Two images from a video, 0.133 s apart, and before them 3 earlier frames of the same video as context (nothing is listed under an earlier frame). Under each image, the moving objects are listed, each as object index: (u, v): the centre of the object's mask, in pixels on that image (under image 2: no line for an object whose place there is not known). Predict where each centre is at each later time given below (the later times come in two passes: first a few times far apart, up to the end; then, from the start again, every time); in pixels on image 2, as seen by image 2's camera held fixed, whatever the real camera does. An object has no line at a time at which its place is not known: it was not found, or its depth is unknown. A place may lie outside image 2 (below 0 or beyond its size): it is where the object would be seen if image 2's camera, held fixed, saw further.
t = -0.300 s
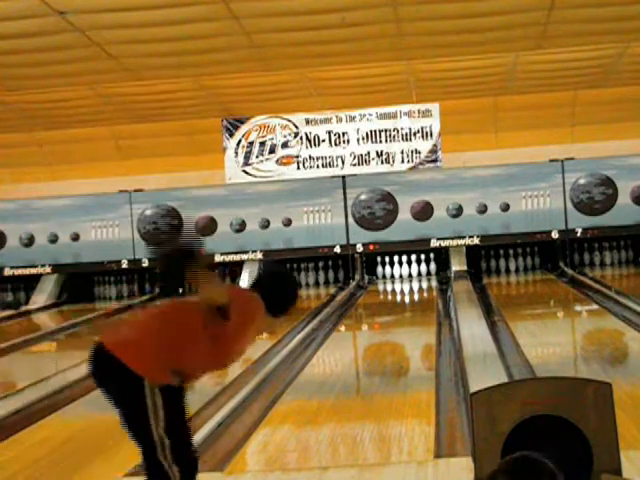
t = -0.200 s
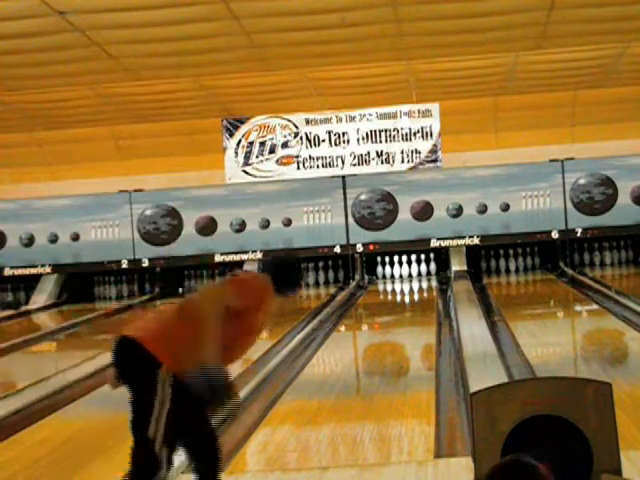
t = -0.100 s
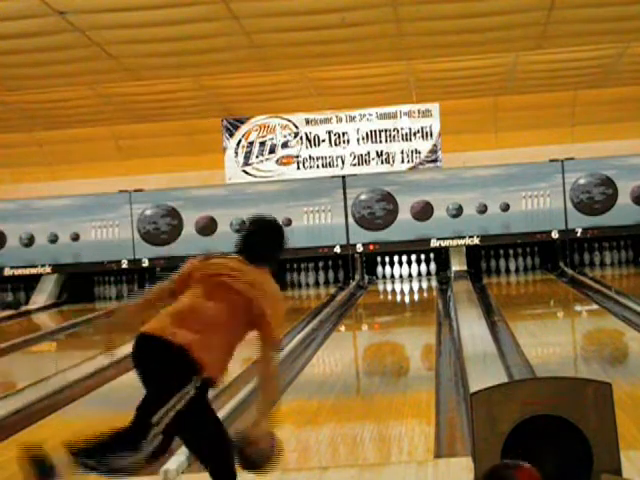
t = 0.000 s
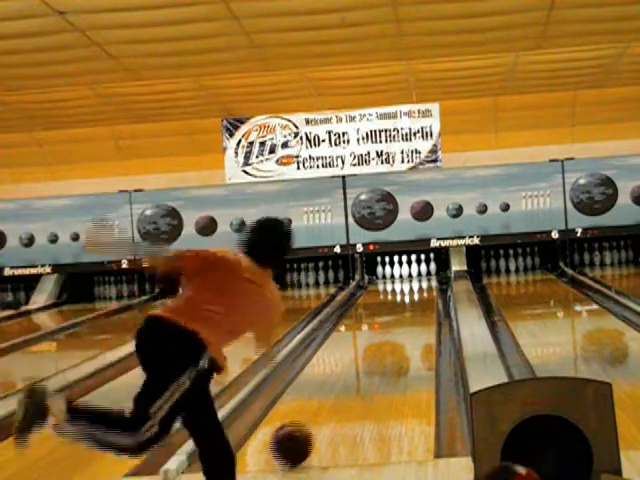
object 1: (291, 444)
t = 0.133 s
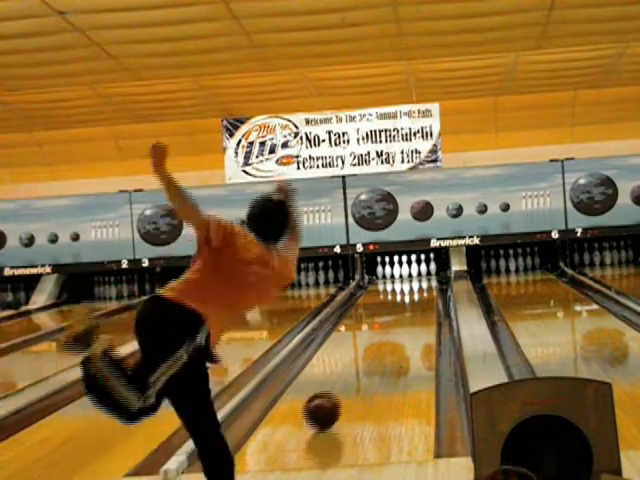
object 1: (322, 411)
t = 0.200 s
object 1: (334, 396)
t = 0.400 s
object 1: (362, 365)
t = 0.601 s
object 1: (381, 342)
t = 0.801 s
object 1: (395, 324)
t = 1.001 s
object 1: (406, 310)
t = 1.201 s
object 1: (414, 299)
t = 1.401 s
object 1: (419, 290)
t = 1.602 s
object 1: (420, 284)
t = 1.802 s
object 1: (418, 277)
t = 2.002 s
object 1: (414, 274)
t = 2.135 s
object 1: (412, 271)
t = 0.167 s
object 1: (328, 403)
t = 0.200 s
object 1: (334, 396)
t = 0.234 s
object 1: (339, 390)
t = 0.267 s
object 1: (344, 385)
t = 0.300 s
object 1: (350, 379)
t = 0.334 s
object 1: (354, 374)
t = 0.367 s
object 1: (358, 369)
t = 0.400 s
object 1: (362, 365)
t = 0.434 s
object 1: (366, 360)
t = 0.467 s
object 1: (369, 356)
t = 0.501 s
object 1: (372, 353)
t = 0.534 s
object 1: (375, 349)
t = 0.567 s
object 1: (378, 346)
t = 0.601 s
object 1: (381, 342)
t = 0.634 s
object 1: (384, 339)
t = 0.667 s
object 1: (386, 336)
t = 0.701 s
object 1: (389, 332)
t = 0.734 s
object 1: (391, 330)
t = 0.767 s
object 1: (393, 327)
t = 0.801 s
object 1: (395, 324)
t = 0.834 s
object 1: (397, 322)
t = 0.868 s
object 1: (399, 319)
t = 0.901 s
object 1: (401, 316)
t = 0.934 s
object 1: (402, 314)
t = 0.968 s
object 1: (405, 312)
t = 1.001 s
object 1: (406, 310)
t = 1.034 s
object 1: (408, 308)
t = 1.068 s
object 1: (409, 307)
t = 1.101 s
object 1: (410, 305)
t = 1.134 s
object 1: (411, 302)
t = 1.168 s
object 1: (412, 302)
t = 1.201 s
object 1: (414, 299)
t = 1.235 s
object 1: (415, 298)
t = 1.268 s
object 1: (416, 296)
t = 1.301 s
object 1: (416, 295)
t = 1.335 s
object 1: (417, 294)
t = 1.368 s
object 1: (418, 292)
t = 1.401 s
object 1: (419, 290)
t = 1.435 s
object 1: (419, 288)
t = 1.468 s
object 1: (420, 287)
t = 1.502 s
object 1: (420, 286)
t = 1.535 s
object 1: (420, 285)
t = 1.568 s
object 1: (420, 284)
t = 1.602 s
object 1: (420, 284)
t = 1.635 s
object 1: (420, 282)
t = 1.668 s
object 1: (420, 281)
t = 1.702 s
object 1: (420, 281)
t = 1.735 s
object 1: (419, 280)
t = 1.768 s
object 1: (419, 279)
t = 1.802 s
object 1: (418, 277)
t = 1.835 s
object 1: (417, 277)
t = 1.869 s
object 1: (416, 276)
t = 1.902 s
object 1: (415, 275)
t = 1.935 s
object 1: (415, 275)
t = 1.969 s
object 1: (414, 274)
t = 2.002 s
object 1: (414, 274)
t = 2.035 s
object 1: (412, 273)
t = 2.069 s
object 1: (413, 272)
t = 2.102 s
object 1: (412, 271)
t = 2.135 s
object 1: (412, 271)
